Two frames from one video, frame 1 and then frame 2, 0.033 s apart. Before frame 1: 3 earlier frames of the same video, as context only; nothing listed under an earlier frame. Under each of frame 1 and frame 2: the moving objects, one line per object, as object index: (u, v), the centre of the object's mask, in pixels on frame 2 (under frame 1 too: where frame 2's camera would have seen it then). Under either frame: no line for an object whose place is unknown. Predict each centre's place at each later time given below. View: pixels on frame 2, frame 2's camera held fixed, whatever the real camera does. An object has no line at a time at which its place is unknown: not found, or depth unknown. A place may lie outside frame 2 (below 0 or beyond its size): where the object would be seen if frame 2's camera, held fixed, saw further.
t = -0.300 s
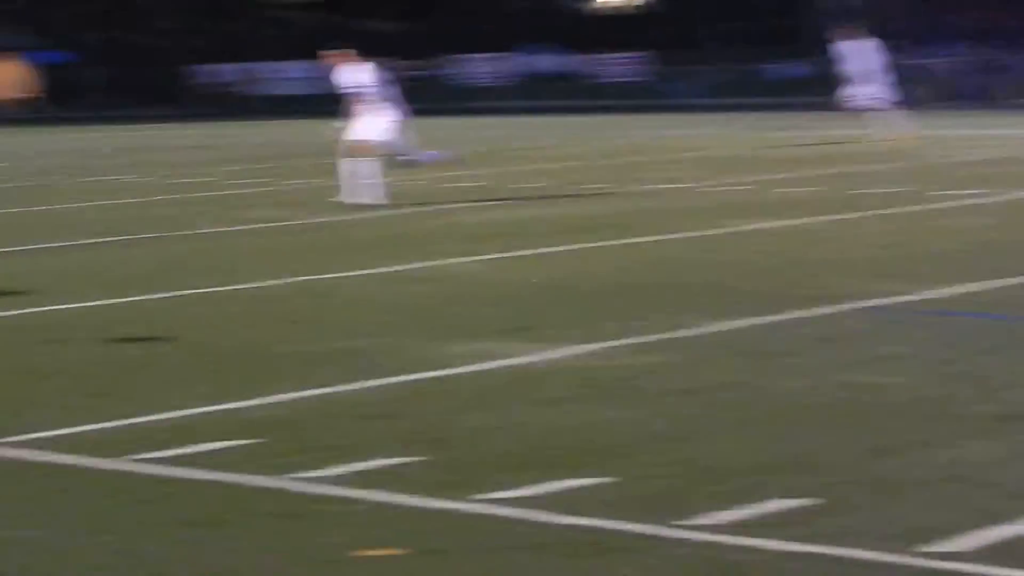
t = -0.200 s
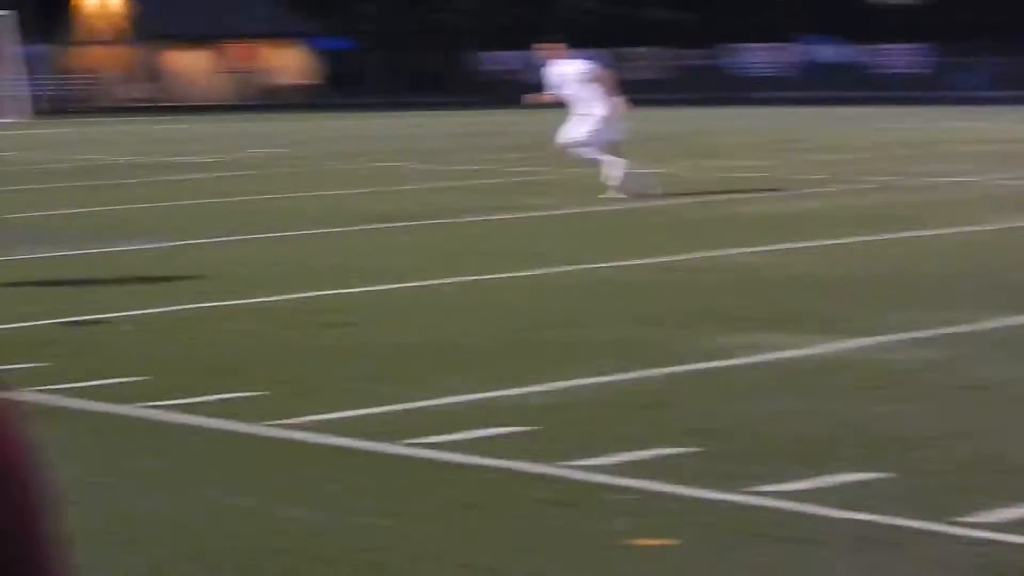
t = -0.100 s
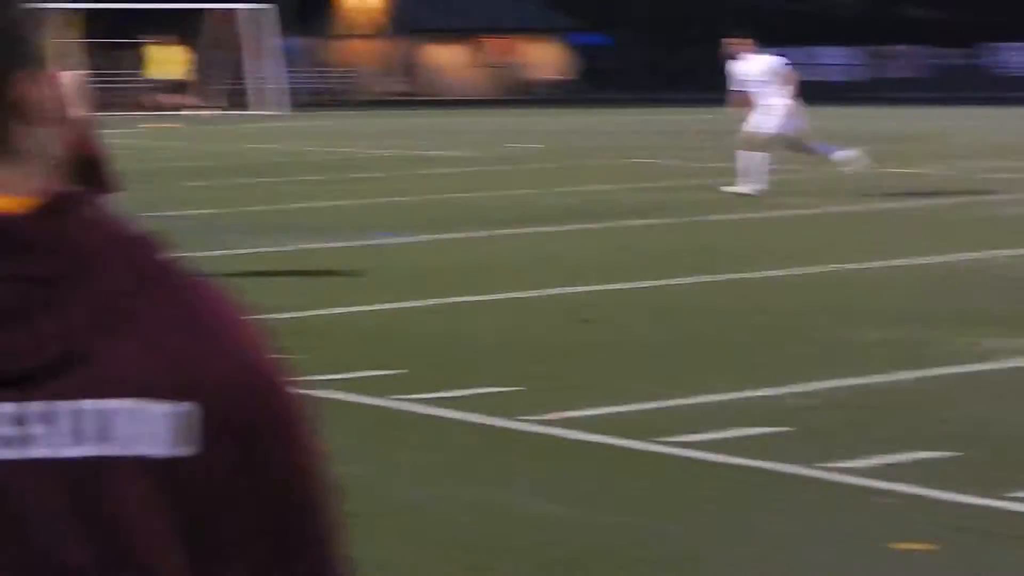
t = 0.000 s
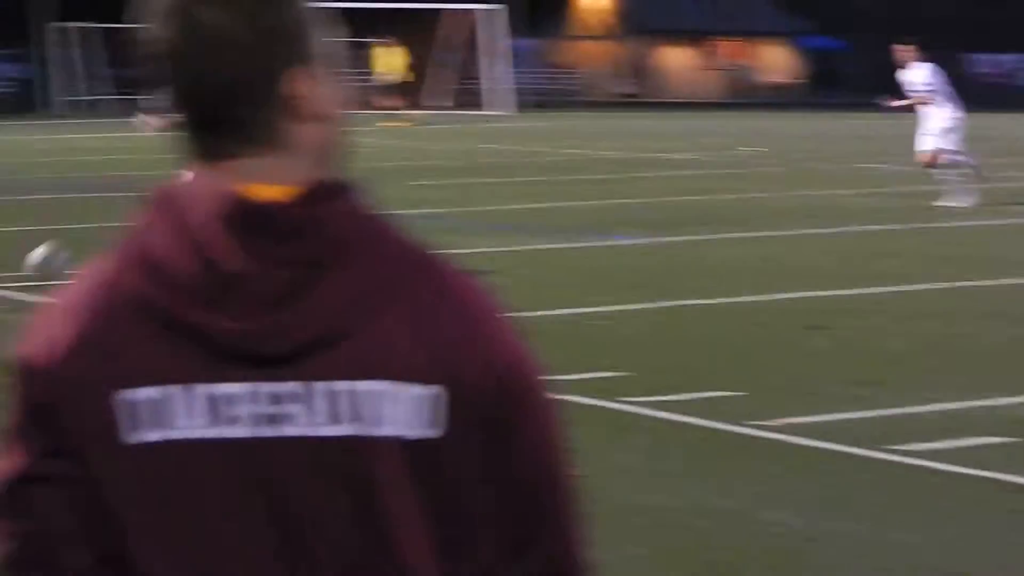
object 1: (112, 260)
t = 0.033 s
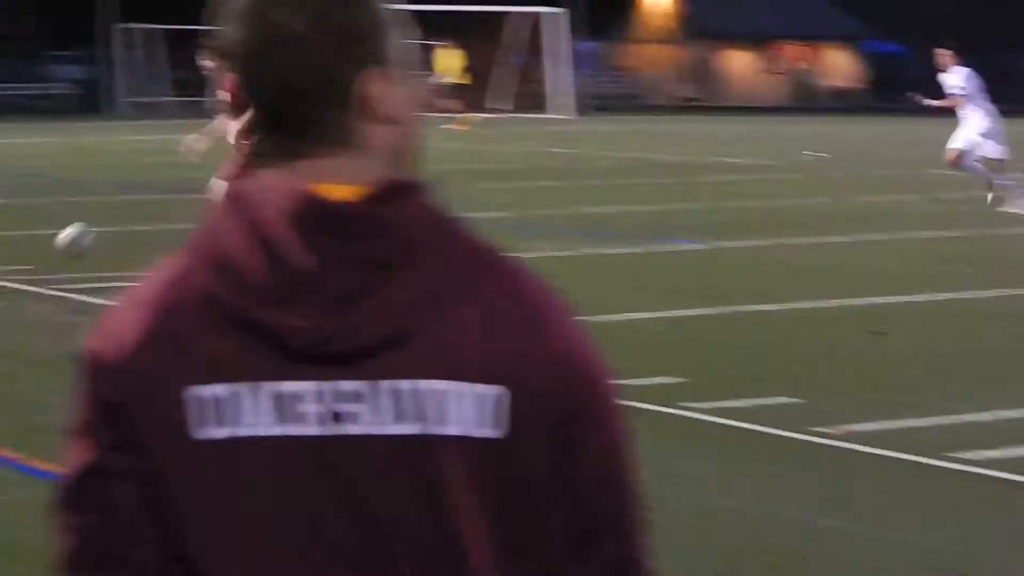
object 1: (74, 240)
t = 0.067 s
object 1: (43, 222)
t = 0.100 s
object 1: (8, 204)
